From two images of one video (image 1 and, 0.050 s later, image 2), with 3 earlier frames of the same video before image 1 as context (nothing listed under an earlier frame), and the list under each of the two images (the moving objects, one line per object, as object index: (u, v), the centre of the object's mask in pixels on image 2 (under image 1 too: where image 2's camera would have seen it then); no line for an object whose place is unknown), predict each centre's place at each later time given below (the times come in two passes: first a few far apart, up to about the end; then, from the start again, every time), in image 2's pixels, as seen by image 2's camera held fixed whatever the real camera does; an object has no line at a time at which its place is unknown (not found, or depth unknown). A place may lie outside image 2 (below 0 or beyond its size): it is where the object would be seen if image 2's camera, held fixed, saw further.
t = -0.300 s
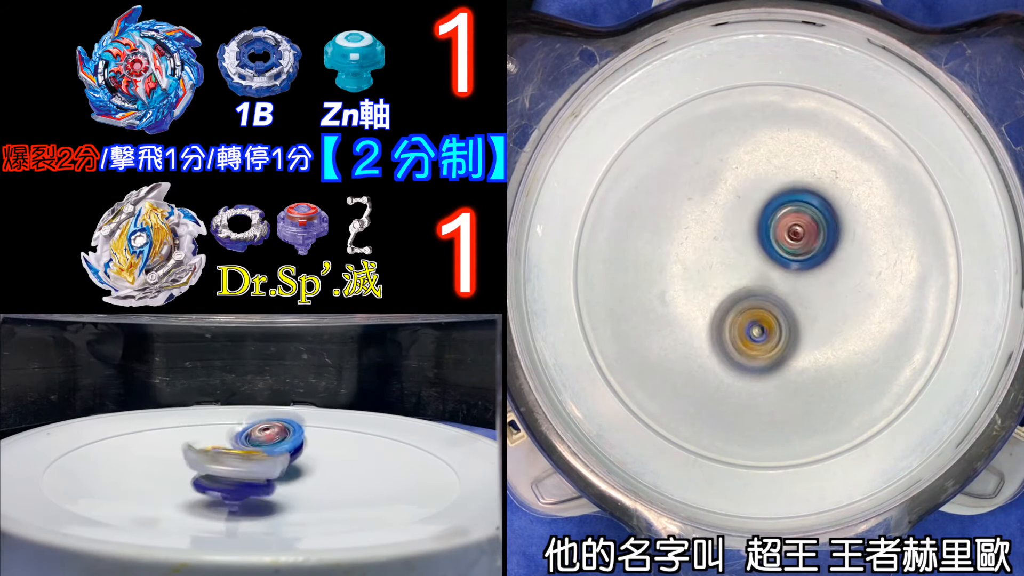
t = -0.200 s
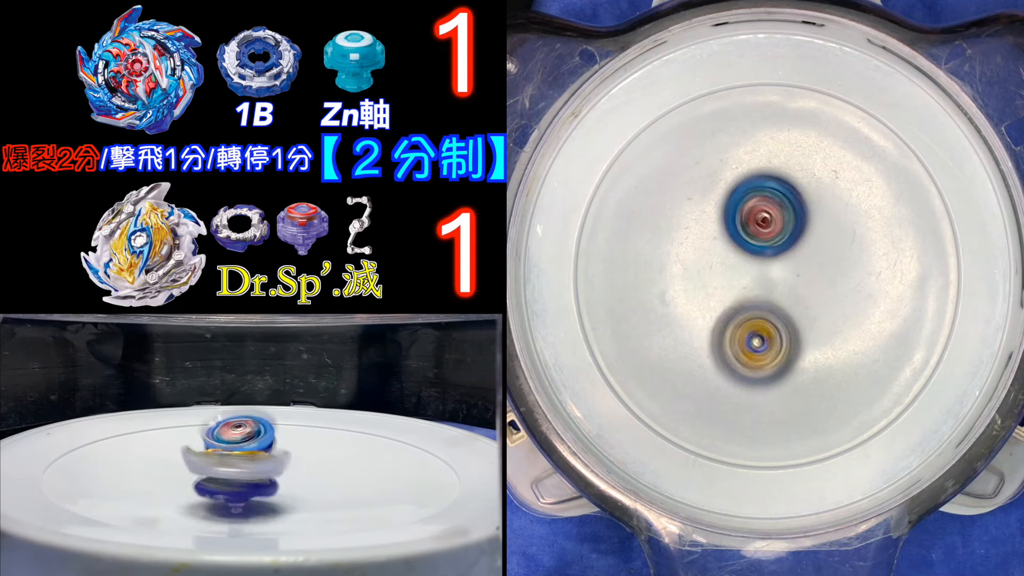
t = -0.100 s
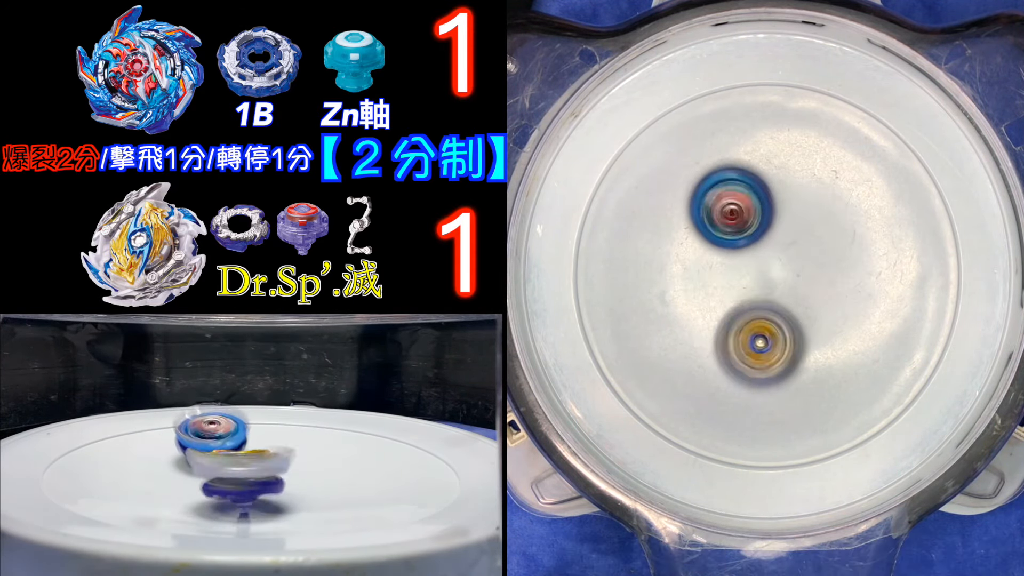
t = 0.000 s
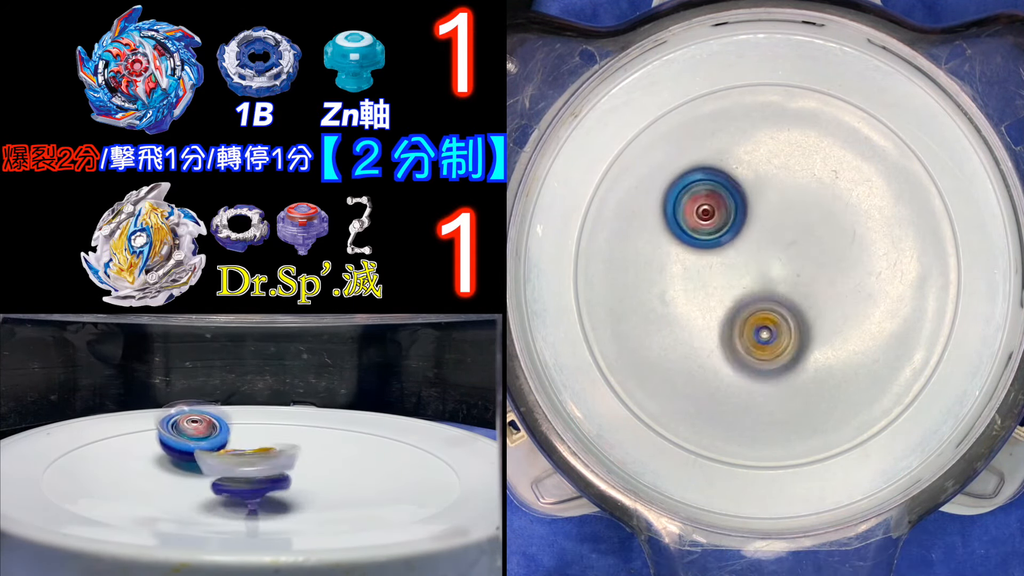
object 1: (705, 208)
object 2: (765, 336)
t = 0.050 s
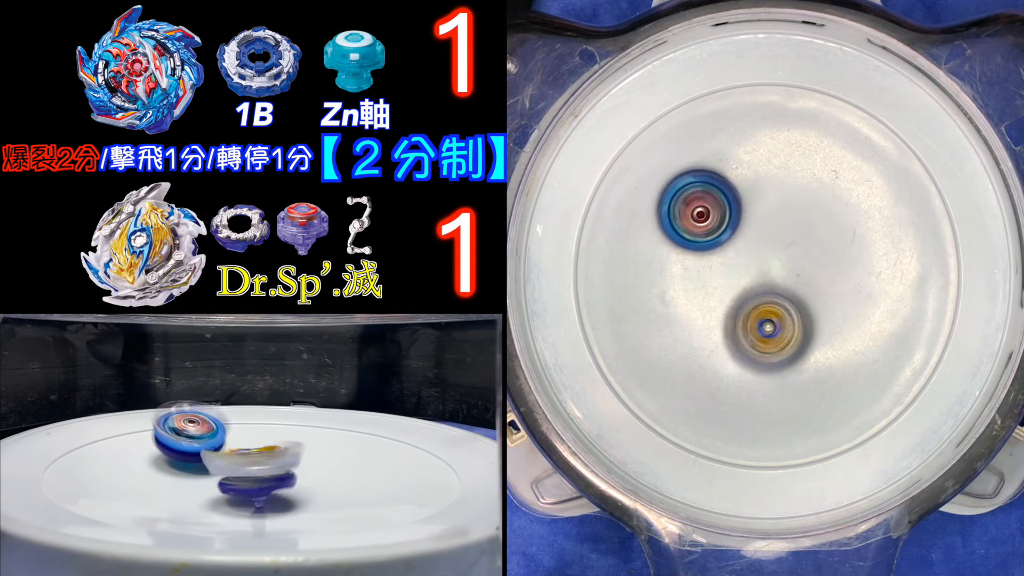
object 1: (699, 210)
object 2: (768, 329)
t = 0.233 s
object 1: (697, 227)
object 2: (787, 292)
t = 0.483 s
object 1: (718, 288)
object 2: (812, 246)
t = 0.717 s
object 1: (763, 346)
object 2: (810, 232)
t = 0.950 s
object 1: (802, 346)
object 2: (778, 239)
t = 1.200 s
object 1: (823, 306)
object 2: (727, 261)
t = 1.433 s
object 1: (815, 243)
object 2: (717, 273)
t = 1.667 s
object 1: (784, 204)
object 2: (739, 299)
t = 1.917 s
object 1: (736, 217)
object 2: (767, 323)
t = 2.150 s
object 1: (706, 264)
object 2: (792, 310)
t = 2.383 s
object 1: (716, 316)
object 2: (808, 275)
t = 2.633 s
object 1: (761, 330)
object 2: (803, 242)
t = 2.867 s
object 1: (817, 310)
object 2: (773, 209)
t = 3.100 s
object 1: (834, 265)
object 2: (745, 215)
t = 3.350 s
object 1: (852, 240)
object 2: (696, 256)
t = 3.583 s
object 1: (797, 242)
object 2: (720, 291)
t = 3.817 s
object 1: (779, 196)
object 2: (743, 406)
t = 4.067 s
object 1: (761, 252)
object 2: (790, 356)
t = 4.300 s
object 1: (738, 275)
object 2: (838, 304)
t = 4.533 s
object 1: (757, 290)
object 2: (840, 299)
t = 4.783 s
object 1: (756, 297)
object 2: (841, 297)
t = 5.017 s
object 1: (750, 286)
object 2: (841, 297)
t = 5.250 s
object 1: (751, 288)
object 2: (841, 297)
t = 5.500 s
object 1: (749, 277)
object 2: (841, 297)
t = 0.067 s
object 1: (698, 210)
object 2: (770, 326)
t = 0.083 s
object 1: (696, 211)
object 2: (771, 324)
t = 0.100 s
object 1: (696, 213)
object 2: (773, 321)
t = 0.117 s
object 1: (696, 214)
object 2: (776, 317)
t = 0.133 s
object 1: (696, 216)
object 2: (776, 314)
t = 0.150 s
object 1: (697, 217)
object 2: (778, 311)
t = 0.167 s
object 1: (696, 218)
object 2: (781, 307)
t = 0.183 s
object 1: (697, 221)
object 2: (781, 304)
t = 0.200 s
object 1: (697, 222)
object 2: (784, 301)
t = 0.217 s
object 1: (697, 225)
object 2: (787, 296)
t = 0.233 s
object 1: (697, 227)
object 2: (787, 292)
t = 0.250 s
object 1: (698, 230)
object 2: (790, 289)
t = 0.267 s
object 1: (699, 233)
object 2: (793, 284)
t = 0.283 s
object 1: (700, 235)
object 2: (793, 281)
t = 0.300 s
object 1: (700, 238)
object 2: (796, 278)
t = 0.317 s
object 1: (702, 241)
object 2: (799, 274)
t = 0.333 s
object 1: (702, 245)
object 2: (799, 270)
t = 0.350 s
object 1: (703, 250)
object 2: (801, 267)
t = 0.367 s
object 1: (704, 253)
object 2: (804, 264)
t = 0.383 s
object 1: (706, 258)
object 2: (805, 260)
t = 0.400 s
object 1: (707, 263)
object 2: (805, 259)
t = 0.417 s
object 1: (710, 268)
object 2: (809, 256)
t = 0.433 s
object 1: (711, 273)
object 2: (809, 253)
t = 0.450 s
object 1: (714, 278)
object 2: (810, 252)
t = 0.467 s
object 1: (716, 283)
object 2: (814, 249)
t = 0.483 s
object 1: (718, 288)
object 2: (812, 246)
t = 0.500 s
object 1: (722, 293)
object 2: (814, 246)
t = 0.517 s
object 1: (724, 298)
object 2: (816, 243)
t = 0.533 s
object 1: (728, 304)
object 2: (814, 241)
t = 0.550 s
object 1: (731, 308)
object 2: (816, 240)
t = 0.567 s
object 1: (734, 313)
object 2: (818, 239)
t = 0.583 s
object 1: (737, 318)
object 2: (816, 235)
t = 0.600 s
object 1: (740, 322)
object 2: (816, 236)
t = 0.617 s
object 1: (743, 327)
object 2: (816, 235)
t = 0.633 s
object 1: (747, 331)
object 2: (816, 232)
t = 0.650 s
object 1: (750, 334)
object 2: (814, 233)
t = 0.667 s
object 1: (753, 338)
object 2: (814, 234)
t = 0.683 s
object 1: (757, 341)
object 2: (813, 230)
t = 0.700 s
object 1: (760, 343)
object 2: (810, 232)
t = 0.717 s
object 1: (763, 346)
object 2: (810, 232)
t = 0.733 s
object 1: (767, 348)
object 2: (809, 231)
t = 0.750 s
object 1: (770, 349)
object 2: (806, 232)
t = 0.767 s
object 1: (773, 351)
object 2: (805, 233)
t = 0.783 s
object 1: (775, 351)
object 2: (804, 232)
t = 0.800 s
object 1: (778, 351)
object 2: (801, 232)
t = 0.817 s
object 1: (780, 351)
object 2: (799, 234)
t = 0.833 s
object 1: (783, 351)
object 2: (797, 233)
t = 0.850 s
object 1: (785, 351)
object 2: (794, 233)
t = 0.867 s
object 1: (788, 350)
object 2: (791, 235)
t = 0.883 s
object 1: (791, 349)
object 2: (790, 237)
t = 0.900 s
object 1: (794, 349)
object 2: (786, 236)
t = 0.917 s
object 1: (797, 348)
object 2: (782, 239)
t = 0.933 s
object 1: (799, 346)
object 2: (781, 241)
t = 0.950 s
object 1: (802, 346)
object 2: (778, 239)
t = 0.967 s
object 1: (805, 344)
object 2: (773, 243)
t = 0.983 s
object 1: (806, 343)
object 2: (770, 244)
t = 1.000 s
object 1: (809, 341)
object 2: (766, 244)
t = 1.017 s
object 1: (810, 339)
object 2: (761, 246)
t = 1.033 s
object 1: (812, 337)
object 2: (758, 248)
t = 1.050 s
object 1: (814, 335)
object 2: (755, 248)
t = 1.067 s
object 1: (815, 333)
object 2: (749, 249)
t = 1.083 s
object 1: (816, 330)
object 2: (746, 252)
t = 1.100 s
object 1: (818, 327)
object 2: (744, 253)
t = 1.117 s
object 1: (818, 324)
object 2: (740, 253)
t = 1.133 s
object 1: (819, 321)
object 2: (736, 256)
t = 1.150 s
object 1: (820, 318)
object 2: (735, 257)
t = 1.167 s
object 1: (821, 314)
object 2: (731, 257)
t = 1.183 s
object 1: (822, 310)
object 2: (728, 259)
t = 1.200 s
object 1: (823, 306)
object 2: (727, 261)
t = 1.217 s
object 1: (823, 302)
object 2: (725, 260)
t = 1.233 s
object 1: (823, 298)
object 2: (722, 261)
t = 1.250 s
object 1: (824, 294)
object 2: (721, 264)
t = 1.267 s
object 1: (824, 289)
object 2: (721, 263)
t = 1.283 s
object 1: (824, 285)
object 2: (718, 264)
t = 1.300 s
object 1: (823, 280)
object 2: (717, 266)
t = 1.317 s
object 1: (822, 276)
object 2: (718, 266)
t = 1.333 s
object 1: (821, 272)
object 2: (716, 266)
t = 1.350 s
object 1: (822, 266)
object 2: (715, 268)
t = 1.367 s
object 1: (820, 261)
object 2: (716, 270)
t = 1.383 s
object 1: (819, 257)
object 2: (716, 269)
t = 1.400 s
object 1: (818, 252)
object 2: (715, 271)
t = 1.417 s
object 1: (817, 247)
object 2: (716, 273)
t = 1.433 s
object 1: (815, 243)
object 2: (717, 273)
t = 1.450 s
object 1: (815, 239)
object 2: (716, 275)
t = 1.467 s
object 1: (813, 234)
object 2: (717, 277)
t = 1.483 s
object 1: (811, 231)
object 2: (720, 278)
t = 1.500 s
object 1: (809, 227)
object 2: (720, 278)
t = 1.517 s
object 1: (806, 224)
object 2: (721, 280)
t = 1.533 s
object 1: (804, 222)
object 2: (724, 282)
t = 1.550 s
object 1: (802, 219)
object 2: (725, 282)
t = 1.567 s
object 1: (799, 217)
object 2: (726, 284)
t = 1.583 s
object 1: (796, 215)
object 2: (728, 286)
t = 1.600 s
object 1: (794, 212)
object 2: (732, 287)
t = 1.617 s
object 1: (791, 210)
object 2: (732, 291)
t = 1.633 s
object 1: (789, 208)
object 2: (734, 293)
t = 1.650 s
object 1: (787, 206)
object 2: (738, 298)
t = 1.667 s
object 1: (784, 204)
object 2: (739, 299)
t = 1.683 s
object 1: (781, 204)
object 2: (740, 303)
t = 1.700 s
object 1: (778, 204)
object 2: (743, 306)
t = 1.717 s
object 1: (775, 203)
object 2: (746, 307)
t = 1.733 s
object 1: (772, 203)
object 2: (746, 310)
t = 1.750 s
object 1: (770, 204)
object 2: (749, 312)
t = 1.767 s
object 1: (767, 203)
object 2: (752, 314)
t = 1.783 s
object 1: (763, 204)
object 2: (753, 314)
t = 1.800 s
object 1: (761, 206)
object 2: (755, 316)
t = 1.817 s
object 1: (757, 206)
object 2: (758, 318)
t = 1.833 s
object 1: (753, 207)
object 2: (760, 317)
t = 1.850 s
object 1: (750, 209)
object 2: (760, 319)
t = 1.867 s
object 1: (746, 210)
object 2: (762, 321)
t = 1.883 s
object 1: (742, 212)
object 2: (766, 321)
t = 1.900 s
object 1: (740, 215)
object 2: (765, 322)
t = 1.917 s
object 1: (736, 217)
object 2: (767, 323)
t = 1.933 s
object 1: (732, 220)
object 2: (769, 324)
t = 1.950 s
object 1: (730, 223)
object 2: (772, 322)
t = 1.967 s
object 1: (727, 225)
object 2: (772, 323)
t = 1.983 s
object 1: (723, 228)
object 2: (775, 323)
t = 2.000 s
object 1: (721, 232)
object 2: (778, 322)
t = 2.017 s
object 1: (719, 235)
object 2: (778, 321)
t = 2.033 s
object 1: (716, 238)
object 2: (780, 321)
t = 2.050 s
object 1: (714, 242)
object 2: (783, 320)
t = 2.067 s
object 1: (713, 245)
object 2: (785, 318)
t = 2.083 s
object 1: (711, 248)
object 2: (786, 316)
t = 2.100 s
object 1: (709, 252)
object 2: (788, 316)
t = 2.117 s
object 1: (709, 256)
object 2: (791, 314)
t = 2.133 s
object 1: (707, 260)
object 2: (792, 312)
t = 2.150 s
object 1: (706, 264)
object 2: (792, 310)
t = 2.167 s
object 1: (706, 268)
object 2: (796, 309)
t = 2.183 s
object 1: (706, 272)
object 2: (797, 306)
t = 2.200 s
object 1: (705, 276)
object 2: (797, 304)
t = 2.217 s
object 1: (706, 280)
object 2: (798, 303)
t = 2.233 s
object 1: (706, 284)
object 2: (802, 299)
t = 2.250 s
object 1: (706, 288)
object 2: (802, 296)
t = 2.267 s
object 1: (706, 293)
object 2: (802, 295)
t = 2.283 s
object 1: (708, 296)
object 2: (804, 292)
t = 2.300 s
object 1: (709, 300)
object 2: (806, 288)
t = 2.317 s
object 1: (709, 304)
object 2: (805, 285)
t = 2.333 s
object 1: (711, 307)
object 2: (806, 284)
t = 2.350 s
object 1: (713, 310)
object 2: (808, 281)
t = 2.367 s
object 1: (714, 312)
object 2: (808, 277)
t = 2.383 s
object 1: (716, 316)
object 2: (808, 275)
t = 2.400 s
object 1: (718, 318)
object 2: (809, 274)
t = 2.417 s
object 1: (720, 320)
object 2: (810, 270)
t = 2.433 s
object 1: (722, 322)
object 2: (809, 267)
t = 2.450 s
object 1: (725, 323)
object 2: (809, 266)
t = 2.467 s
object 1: (728, 325)
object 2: (811, 263)
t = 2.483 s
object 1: (730, 327)
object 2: (811, 260)
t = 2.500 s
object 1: (733, 328)
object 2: (809, 258)
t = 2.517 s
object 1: (737, 328)
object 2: (809, 256)
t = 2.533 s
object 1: (739, 329)
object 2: (811, 254)
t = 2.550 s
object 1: (743, 330)
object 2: (809, 251)
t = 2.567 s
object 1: (747, 330)
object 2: (807, 250)
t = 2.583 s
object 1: (750, 330)
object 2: (807, 250)
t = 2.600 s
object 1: (754, 331)
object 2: (808, 245)
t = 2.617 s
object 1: (758, 331)
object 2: (805, 243)
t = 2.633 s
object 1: (761, 330)
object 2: (803, 242)
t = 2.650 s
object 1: (765, 330)
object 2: (803, 239)
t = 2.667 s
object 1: (769, 330)
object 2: (802, 234)
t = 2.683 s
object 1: (772, 329)
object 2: (798, 233)
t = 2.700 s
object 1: (776, 328)
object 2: (796, 232)
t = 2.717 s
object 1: (780, 327)
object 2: (796, 229)
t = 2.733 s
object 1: (785, 326)
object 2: (794, 227)
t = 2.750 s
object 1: (788, 324)
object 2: (791, 226)
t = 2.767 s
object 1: (793, 323)
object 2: (790, 224)
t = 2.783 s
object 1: (798, 322)
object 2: (787, 221)
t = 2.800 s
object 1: (802, 320)
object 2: (785, 216)
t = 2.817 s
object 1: (806, 318)
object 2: (781, 215)
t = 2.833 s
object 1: (810, 316)
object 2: (779, 213)
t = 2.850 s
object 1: (814, 313)
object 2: (777, 211)
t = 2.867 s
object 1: (817, 310)
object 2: (773, 209)
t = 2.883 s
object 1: (819, 307)
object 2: (771, 210)
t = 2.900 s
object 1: (823, 305)
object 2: (769, 208)
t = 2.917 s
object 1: (825, 302)
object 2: (767, 207)
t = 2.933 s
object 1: (827, 298)
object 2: (764, 206)
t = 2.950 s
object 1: (828, 295)
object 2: (761, 208)
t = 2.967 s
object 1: (831, 292)
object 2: (760, 206)
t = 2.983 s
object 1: (832, 289)
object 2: (758, 206)
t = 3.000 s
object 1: (833, 285)
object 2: (755, 207)
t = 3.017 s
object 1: (834, 282)
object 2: (753, 209)
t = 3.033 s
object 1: (835, 279)
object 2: (752, 209)
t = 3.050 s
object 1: (835, 275)
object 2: (749, 209)
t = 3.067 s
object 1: (834, 272)
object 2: (746, 211)
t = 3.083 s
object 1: (834, 269)
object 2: (746, 215)
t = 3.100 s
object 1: (834, 265)
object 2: (745, 215)
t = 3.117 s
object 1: (833, 262)
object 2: (742, 216)
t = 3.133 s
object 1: (833, 259)
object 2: (740, 220)
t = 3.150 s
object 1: (832, 255)
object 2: (739, 224)
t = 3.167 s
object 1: (837, 251)
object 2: (733, 225)
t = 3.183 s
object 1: (844, 249)
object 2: (724, 229)
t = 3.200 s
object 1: (850, 247)
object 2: (716, 231)
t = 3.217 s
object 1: (854, 244)
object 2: (712, 236)
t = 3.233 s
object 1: (856, 243)
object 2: (707, 236)
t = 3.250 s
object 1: (856, 241)
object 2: (704, 239)
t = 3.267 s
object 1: (855, 240)
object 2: (700, 242)
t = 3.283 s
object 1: (855, 240)
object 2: (698, 247)
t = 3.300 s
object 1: (855, 239)
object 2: (697, 247)
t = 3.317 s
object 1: (854, 239)
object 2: (697, 250)
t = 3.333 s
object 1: (853, 239)
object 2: (696, 252)
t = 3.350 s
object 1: (852, 240)
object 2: (696, 256)
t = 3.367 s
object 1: (851, 239)
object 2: (698, 257)
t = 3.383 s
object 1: (849, 238)
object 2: (698, 260)
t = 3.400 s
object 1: (847, 239)
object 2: (699, 262)
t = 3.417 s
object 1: (845, 239)
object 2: (701, 265)
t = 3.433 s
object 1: (842, 239)
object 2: (704, 266)
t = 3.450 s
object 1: (839, 238)
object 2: (704, 269)
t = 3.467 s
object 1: (835, 239)
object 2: (707, 270)
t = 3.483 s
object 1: (831, 240)
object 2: (707, 274)
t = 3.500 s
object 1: (826, 239)
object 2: (710, 278)
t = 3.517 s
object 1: (821, 238)
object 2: (711, 280)
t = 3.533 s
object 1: (815, 239)
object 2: (712, 284)
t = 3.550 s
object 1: (810, 241)
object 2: (714, 285)
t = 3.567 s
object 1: (804, 241)
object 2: (716, 289)
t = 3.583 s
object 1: (797, 242)
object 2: (720, 291)
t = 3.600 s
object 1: (791, 244)
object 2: (722, 295)
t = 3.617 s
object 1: (787, 239)
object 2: (724, 304)
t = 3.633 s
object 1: (789, 228)
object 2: (724, 315)
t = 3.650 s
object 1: (791, 217)
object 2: (722, 335)
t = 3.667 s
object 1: (790, 207)
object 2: (722, 350)
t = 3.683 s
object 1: (790, 200)
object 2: (722, 359)
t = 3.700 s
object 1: (790, 194)
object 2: (721, 371)
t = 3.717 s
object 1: (789, 188)
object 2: (725, 382)
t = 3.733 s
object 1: (788, 185)
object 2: (729, 389)
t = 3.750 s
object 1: (786, 184)
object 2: (730, 396)
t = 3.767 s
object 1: (783, 185)
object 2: (734, 403)
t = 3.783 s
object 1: (780, 187)
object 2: (738, 405)
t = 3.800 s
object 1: (779, 191)
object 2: (741, 405)
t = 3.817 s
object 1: (779, 196)
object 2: (743, 406)
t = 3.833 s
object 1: (779, 198)
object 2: (748, 406)
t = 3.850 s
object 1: (778, 200)
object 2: (753, 404)
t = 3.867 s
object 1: (777, 202)
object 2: (755, 403)
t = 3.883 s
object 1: (776, 206)
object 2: (758, 403)
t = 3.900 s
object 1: (776, 209)
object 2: (761, 400)
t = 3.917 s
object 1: (775, 211)
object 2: (765, 397)
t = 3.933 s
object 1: (773, 214)
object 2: (768, 391)
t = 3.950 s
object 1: (770, 218)
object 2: (769, 389)
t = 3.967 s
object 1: (768, 223)
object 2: (773, 386)
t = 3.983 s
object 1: (767, 227)
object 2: (776, 381)
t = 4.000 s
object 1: (766, 232)
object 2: (780, 376)
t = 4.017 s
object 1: (765, 236)
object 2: (782, 369)
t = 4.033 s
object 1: (764, 241)
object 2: (784, 367)
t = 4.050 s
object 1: (762, 247)
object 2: (787, 362)
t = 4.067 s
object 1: (761, 252)
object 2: (790, 356)
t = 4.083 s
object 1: (761, 258)
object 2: (792, 350)
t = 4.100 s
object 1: (759, 262)
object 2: (796, 344)
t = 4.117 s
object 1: (754, 264)
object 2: (801, 340)
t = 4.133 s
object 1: (749, 264)
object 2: (807, 337)
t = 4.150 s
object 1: (744, 264)
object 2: (812, 336)
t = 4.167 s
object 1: (741, 265)
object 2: (818, 334)
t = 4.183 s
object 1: (739, 266)
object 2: (823, 332)
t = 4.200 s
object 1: (738, 268)
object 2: (827, 328)
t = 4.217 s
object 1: (738, 269)
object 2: (831, 325)
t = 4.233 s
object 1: (737, 270)
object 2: (834, 320)
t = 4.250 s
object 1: (737, 271)
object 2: (834, 316)
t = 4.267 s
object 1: (736, 273)
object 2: (835, 312)
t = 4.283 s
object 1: (736, 274)
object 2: (837, 307)
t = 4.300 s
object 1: (738, 275)
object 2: (838, 304)
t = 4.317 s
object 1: (739, 276)
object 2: (839, 302)
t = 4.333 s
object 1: (739, 278)
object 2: (840, 301)
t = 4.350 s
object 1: (739, 280)
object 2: (840, 300)
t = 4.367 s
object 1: (739, 282)
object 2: (839, 300)
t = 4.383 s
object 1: (740, 284)
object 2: (839, 300)
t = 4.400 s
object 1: (742, 285)
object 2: (839, 299)
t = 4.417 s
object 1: (744, 284)
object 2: (839, 299)
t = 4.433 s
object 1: (746, 284)
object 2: (839, 299)
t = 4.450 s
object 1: (748, 285)
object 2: (839, 299)
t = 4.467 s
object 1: (750, 286)
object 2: (839, 299)
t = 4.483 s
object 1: (752, 287)
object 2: (839, 299)
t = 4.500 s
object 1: (755, 289)
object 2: (839, 299)
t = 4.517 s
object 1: (758, 289)
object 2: (839, 299)
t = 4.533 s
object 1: (757, 290)
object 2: (840, 299)
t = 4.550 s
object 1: (757, 291)
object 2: (841, 298)
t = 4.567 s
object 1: (757, 292)
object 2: (840, 298)
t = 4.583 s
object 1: (757, 293)
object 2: (840, 297)
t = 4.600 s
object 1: (757, 294)
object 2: (841, 297)
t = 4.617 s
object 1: (757, 294)
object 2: (840, 297)
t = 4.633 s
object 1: (756, 295)
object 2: (840, 297)
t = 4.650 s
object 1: (756, 296)
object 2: (840, 297)
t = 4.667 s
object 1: (756, 297)
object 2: (840, 297)
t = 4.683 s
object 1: (756, 297)
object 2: (840, 297)
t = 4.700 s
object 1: (755, 299)
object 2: (840, 297)
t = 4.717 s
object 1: (755, 299)
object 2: (841, 297)
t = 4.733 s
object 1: (755, 300)
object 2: (840, 297)
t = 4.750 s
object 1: (755, 299)
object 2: (841, 297)
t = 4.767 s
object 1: (755, 298)
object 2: (841, 297)
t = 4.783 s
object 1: (756, 297)
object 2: (841, 297)
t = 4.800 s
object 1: (756, 296)
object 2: (841, 297)
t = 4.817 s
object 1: (756, 296)
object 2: (841, 297)
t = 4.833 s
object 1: (757, 295)
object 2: (841, 297)
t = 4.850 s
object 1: (758, 295)
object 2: (841, 297)
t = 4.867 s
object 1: (758, 294)
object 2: (841, 297)
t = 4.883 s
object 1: (759, 294)
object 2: (841, 297)
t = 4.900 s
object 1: (758, 292)
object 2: (841, 297)
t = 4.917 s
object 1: (757, 291)
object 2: (841, 297)
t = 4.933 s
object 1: (756, 290)
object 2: (841, 297)
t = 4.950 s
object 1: (754, 289)
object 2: (841, 297)
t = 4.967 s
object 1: (753, 288)
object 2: (841, 297)
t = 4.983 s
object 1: (752, 287)
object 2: (841, 297)
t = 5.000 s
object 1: (751, 286)
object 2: (841, 297)
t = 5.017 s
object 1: (750, 286)
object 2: (841, 297)
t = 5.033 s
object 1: (750, 286)
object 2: (841, 297)
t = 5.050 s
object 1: (750, 286)
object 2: (841, 297)
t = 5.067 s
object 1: (750, 286)
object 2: (841, 297)
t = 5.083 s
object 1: (749, 287)
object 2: (841, 297)
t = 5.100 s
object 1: (749, 287)
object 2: (841, 297)
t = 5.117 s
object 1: (749, 287)
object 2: (841, 297)
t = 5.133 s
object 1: (750, 286)
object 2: (841, 297)
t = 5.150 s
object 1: (750, 285)
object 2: (841, 297)
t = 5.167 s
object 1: (751, 285)
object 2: (841, 297)
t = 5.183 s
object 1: (751, 285)
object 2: (841, 297)
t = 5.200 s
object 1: (751, 285)
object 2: (841, 297)
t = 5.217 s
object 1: (751, 286)
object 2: (841, 297)
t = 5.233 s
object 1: (751, 287)
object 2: (841, 297)
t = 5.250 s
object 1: (751, 288)
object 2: (841, 297)
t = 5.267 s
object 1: (751, 289)
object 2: (841, 297)
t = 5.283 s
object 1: (751, 288)
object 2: (841, 297)
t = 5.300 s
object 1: (751, 288)
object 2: (841, 297)
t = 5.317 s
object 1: (750, 286)
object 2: (841, 297)
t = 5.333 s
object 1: (749, 285)
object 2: (841, 297)
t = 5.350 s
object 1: (748, 284)
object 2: (841, 297)
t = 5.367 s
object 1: (748, 283)
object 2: (841, 297)
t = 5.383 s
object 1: (747, 282)
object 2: (841, 297)
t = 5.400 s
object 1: (747, 280)
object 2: (841, 297)
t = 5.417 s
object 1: (747, 278)
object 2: (841, 297)
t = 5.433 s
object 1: (746, 277)
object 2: (841, 297)
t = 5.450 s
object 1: (746, 276)
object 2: (841, 297)
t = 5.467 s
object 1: (747, 276)
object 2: (841, 297)
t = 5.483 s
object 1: (748, 276)
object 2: (841, 297)
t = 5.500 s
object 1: (749, 277)
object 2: (841, 297)
